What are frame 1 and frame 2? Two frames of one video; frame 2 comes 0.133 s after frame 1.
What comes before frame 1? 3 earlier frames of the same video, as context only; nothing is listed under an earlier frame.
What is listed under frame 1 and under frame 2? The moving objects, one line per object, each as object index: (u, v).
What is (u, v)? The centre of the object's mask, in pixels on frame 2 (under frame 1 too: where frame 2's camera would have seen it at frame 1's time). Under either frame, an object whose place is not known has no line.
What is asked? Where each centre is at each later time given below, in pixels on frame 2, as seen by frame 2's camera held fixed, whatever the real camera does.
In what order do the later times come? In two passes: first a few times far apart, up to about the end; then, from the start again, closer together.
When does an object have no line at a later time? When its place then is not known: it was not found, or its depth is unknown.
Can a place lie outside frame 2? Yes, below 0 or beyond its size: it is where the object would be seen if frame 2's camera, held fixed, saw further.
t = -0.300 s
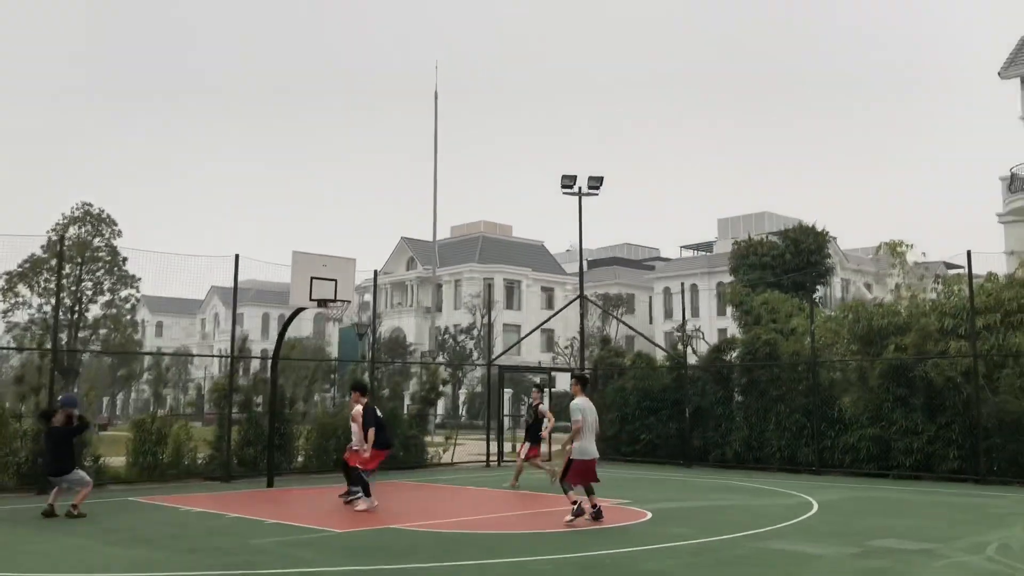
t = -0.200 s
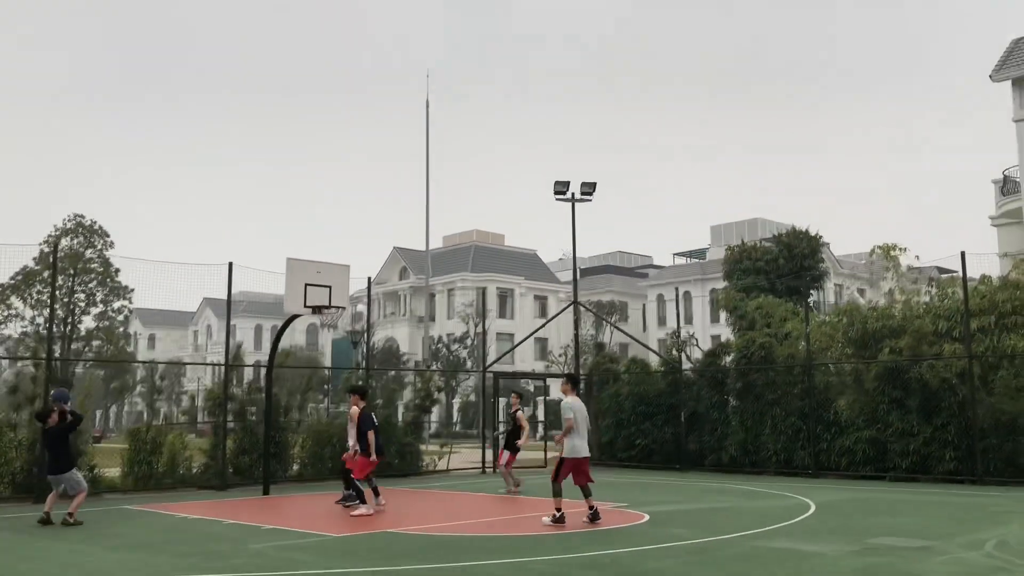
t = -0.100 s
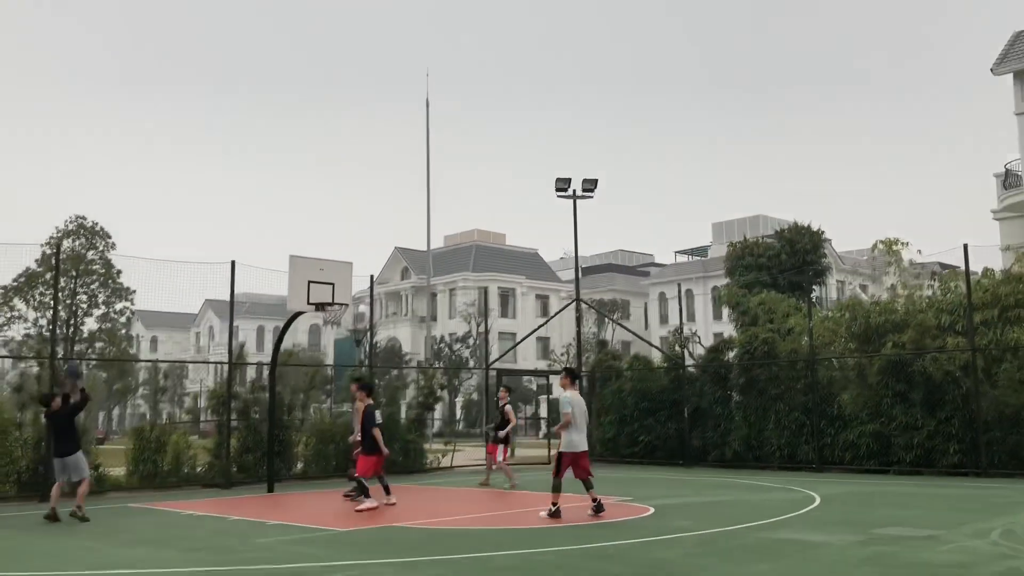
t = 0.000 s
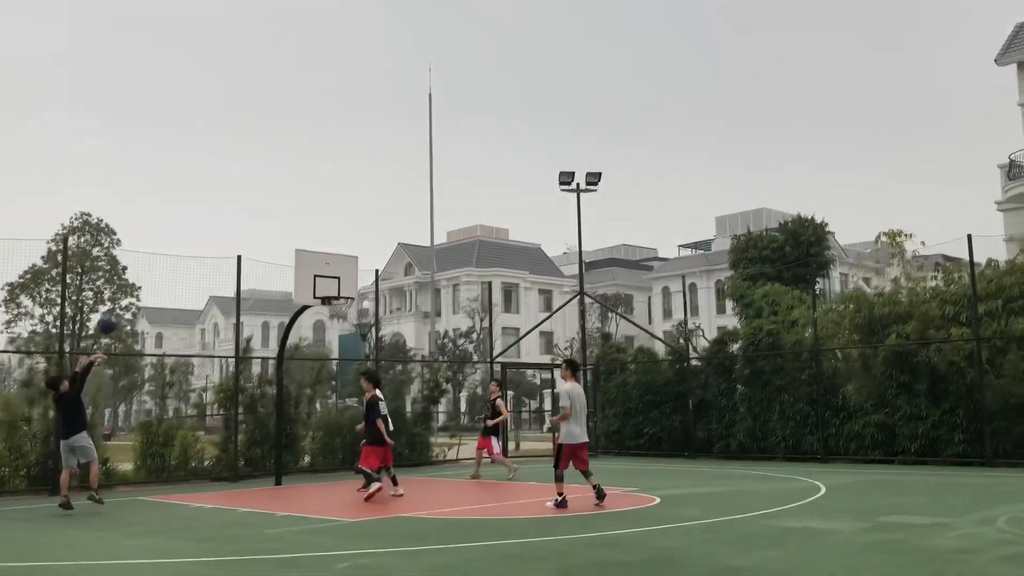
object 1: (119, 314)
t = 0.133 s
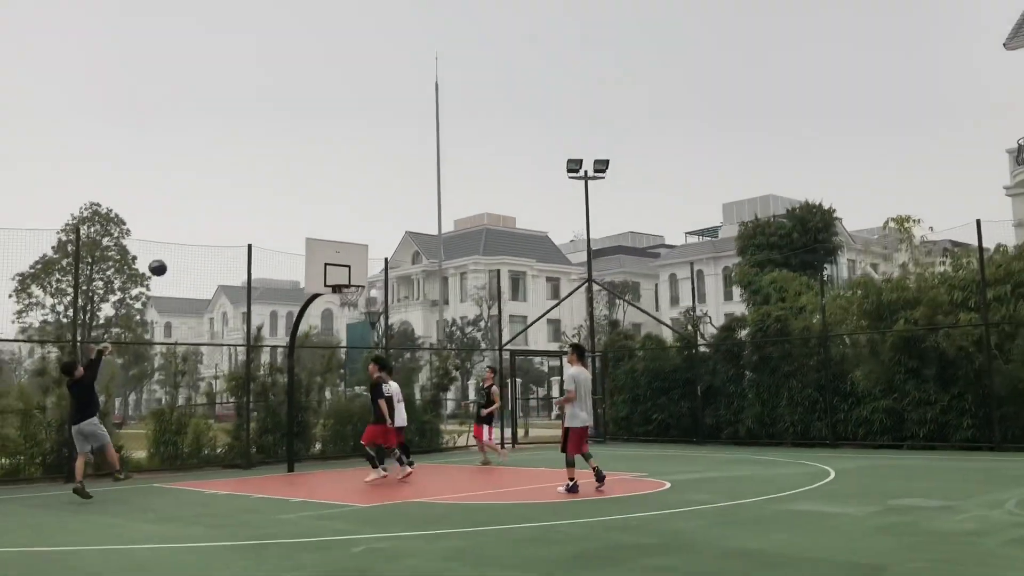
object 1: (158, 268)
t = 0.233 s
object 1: (185, 244)
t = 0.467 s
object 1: (242, 217)
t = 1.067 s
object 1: (357, 276)
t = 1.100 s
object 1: (361, 276)
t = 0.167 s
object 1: (167, 259)
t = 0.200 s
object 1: (176, 251)
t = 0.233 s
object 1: (185, 244)
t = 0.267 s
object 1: (193, 237)
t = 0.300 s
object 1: (202, 232)
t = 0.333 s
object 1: (210, 227)
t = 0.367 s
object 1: (219, 223)
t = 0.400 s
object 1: (227, 220)
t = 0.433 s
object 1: (234, 218)
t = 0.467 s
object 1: (242, 217)
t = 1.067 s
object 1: (357, 276)
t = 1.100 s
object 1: (361, 276)
